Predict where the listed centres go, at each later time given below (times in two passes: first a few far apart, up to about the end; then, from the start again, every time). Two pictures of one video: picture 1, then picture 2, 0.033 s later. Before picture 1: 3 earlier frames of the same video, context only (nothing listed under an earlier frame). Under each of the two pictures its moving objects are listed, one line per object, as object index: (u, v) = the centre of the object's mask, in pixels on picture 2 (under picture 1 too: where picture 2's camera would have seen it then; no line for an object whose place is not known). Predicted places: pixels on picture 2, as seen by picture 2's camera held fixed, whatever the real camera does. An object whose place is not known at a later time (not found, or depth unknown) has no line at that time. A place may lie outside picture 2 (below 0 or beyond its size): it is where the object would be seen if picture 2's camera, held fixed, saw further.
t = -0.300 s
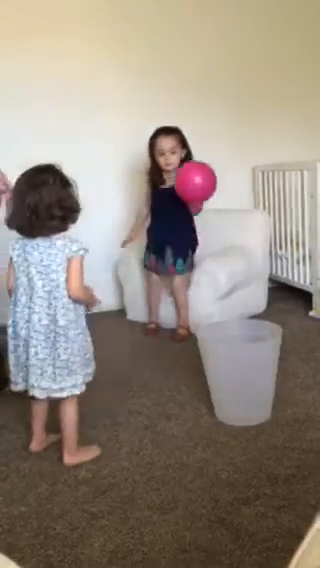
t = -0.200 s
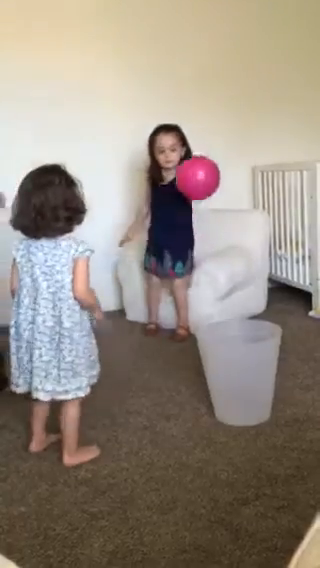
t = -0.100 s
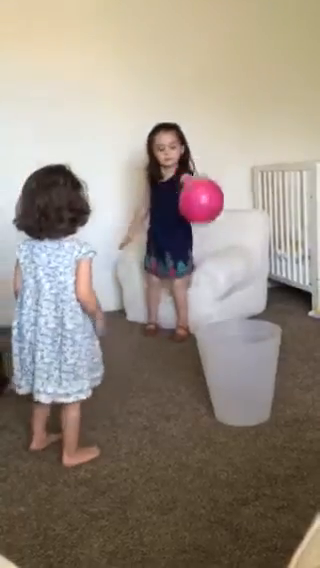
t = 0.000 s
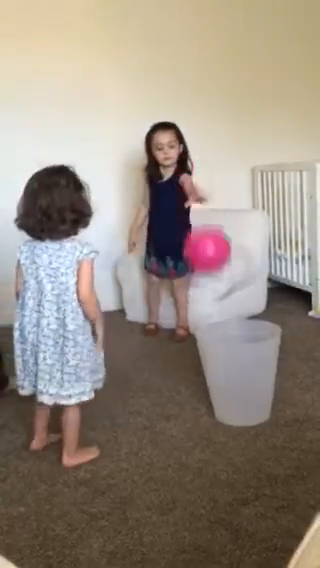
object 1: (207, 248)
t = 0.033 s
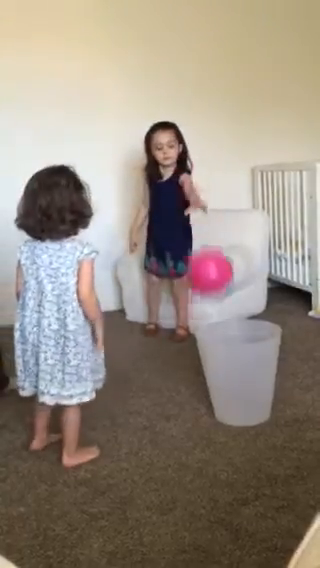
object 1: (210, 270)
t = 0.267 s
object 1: (162, 289)
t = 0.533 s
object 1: (111, 317)
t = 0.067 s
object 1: (212, 295)
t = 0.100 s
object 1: (209, 304)
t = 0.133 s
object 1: (197, 296)
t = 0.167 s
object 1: (188, 291)
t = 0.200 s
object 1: (176, 287)
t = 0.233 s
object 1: (168, 287)
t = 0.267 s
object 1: (162, 289)
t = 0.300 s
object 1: (154, 293)
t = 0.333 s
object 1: (148, 299)
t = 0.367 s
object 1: (140, 307)
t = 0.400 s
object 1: (134, 317)
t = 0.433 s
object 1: (129, 327)
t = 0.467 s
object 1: (124, 337)
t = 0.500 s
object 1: (116, 326)
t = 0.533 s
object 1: (111, 317)
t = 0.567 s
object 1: (106, 306)
